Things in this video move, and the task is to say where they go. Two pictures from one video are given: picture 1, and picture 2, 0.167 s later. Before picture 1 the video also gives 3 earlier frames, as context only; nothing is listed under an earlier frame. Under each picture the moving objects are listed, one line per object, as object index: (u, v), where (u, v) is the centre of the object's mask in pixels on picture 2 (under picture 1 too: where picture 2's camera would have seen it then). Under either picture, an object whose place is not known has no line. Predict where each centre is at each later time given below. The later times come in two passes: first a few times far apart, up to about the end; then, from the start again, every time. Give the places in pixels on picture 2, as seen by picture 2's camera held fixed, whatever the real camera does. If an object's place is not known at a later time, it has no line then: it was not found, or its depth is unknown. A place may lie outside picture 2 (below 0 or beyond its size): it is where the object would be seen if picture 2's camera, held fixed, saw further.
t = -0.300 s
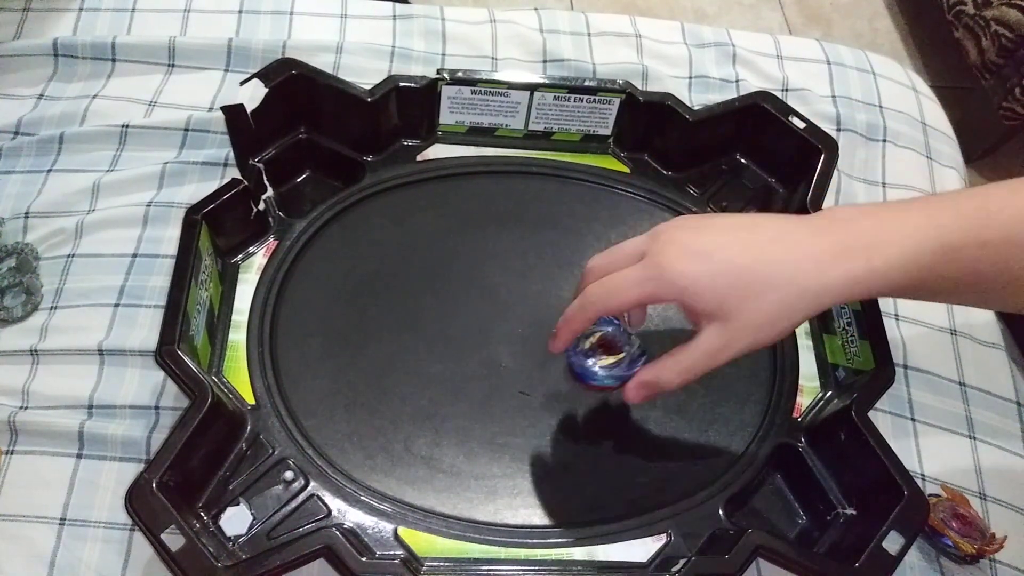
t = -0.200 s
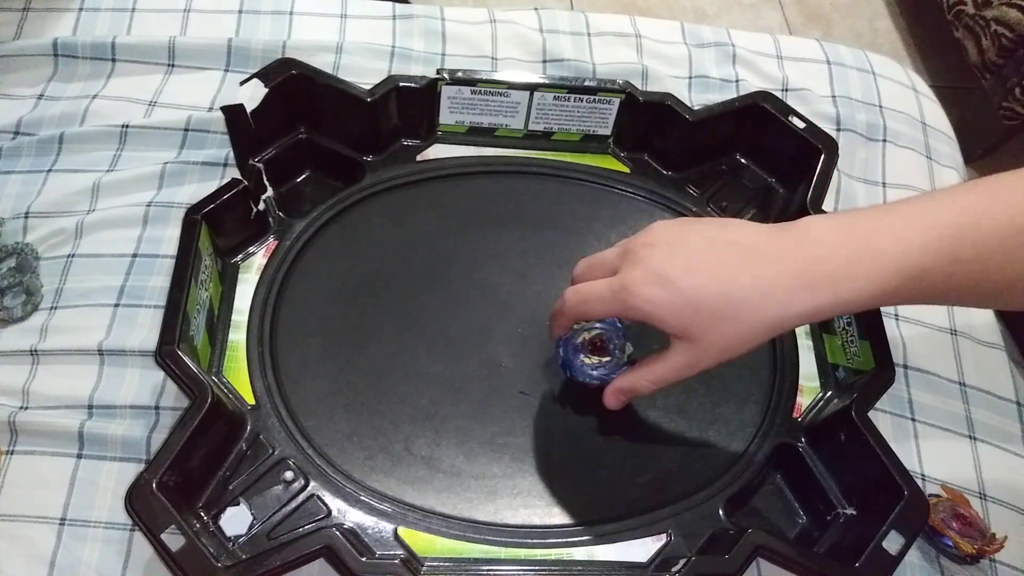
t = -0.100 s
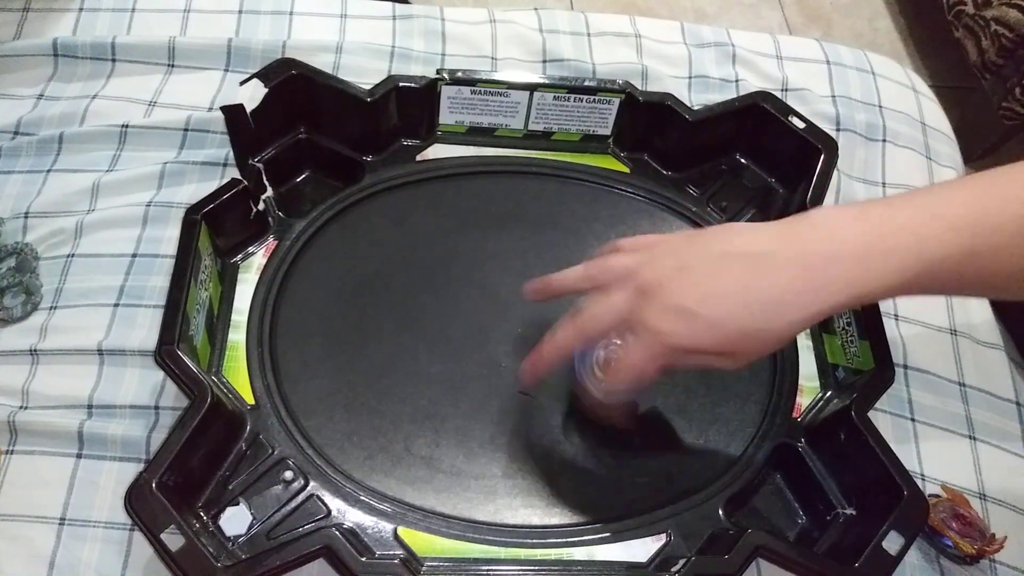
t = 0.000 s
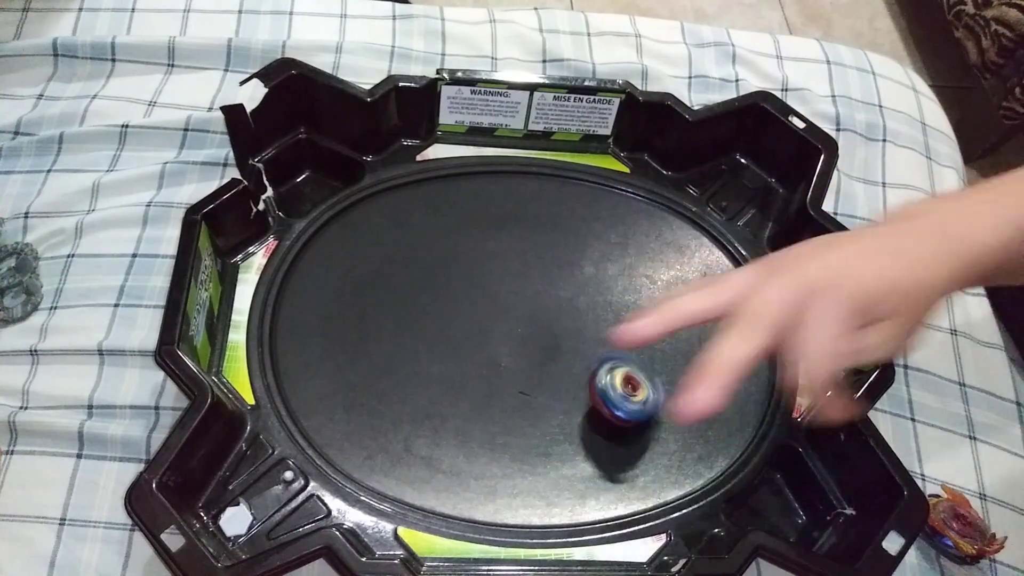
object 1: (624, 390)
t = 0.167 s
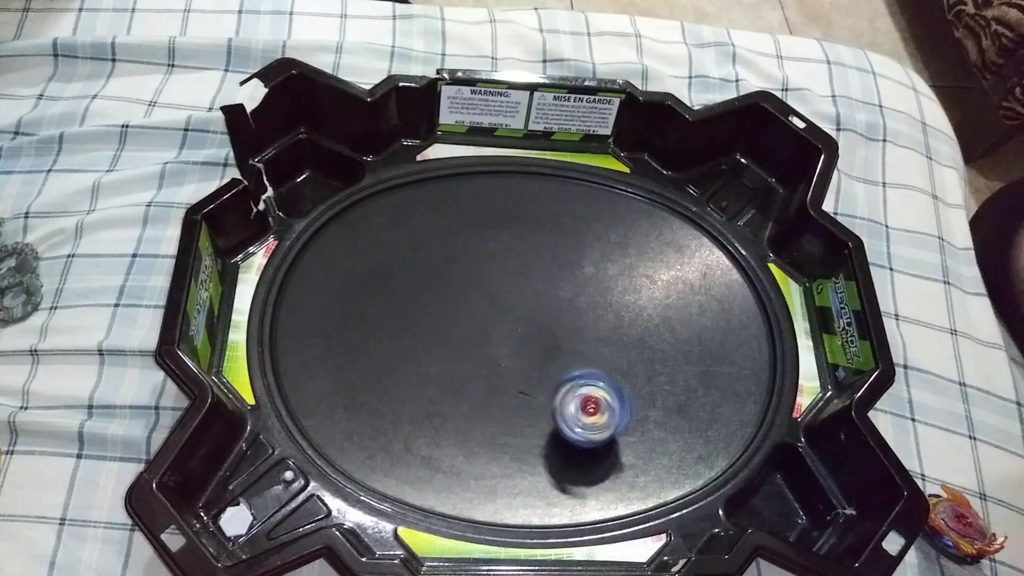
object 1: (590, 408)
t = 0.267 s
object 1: (564, 412)
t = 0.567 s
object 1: (501, 393)
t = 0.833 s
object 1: (463, 377)
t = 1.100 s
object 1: (457, 346)
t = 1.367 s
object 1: (467, 320)
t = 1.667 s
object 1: (487, 316)
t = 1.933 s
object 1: (514, 317)
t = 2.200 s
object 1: (513, 322)
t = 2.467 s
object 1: (505, 341)
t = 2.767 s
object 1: (519, 351)
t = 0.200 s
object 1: (581, 410)
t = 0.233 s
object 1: (572, 411)
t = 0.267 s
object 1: (564, 412)
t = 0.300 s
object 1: (558, 408)
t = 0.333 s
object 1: (549, 404)
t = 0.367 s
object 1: (542, 402)
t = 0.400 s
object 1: (534, 401)
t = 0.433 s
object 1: (525, 398)
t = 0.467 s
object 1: (517, 396)
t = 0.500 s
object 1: (511, 396)
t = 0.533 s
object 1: (506, 396)
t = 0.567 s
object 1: (501, 393)
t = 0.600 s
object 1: (495, 392)
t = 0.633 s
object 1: (491, 391)
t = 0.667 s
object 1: (485, 389)
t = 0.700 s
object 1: (478, 385)
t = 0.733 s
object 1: (468, 385)
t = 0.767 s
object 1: (466, 385)
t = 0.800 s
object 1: (466, 382)
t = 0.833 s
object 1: (463, 377)
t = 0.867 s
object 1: (459, 373)
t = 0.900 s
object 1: (458, 371)
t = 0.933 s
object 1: (459, 368)
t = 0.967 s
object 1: (456, 362)
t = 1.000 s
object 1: (452, 359)
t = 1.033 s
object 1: (454, 357)
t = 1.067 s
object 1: (457, 353)
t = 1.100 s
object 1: (457, 346)
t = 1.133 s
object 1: (455, 342)
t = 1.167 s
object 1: (456, 340)
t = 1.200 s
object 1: (459, 337)
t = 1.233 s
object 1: (460, 332)
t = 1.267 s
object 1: (460, 327)
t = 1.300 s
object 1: (461, 326)
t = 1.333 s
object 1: (464, 324)
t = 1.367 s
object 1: (467, 320)
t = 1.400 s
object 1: (467, 316)
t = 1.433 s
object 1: (466, 317)
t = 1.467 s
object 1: (469, 318)
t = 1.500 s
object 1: (475, 317)
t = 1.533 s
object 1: (475, 315)
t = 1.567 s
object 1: (474, 317)
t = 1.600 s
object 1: (480, 320)
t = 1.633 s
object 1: (487, 320)
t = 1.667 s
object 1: (487, 316)
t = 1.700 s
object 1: (488, 316)
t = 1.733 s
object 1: (491, 316)
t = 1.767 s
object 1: (495, 318)
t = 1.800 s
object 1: (500, 317)
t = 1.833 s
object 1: (503, 318)
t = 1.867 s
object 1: (505, 318)
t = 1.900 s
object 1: (510, 320)
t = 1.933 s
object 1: (514, 317)
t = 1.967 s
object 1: (513, 315)
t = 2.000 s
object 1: (510, 316)
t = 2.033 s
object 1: (509, 318)
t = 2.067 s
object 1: (511, 319)
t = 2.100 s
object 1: (513, 322)
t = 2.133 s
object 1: (514, 322)
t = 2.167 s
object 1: (515, 322)
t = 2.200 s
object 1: (513, 322)
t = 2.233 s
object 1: (510, 321)
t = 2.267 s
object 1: (506, 323)
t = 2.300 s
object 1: (504, 329)
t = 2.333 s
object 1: (508, 335)
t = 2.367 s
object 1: (510, 336)
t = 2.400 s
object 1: (507, 337)
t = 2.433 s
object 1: (504, 339)
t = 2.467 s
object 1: (505, 341)
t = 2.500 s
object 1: (507, 346)
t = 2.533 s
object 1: (509, 346)
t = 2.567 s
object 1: (509, 345)
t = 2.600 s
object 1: (507, 350)
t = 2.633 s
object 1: (510, 354)
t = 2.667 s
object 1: (516, 356)
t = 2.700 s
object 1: (517, 356)
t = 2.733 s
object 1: (519, 353)
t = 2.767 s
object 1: (519, 351)
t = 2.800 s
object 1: (517, 351)
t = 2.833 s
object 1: (518, 352)
